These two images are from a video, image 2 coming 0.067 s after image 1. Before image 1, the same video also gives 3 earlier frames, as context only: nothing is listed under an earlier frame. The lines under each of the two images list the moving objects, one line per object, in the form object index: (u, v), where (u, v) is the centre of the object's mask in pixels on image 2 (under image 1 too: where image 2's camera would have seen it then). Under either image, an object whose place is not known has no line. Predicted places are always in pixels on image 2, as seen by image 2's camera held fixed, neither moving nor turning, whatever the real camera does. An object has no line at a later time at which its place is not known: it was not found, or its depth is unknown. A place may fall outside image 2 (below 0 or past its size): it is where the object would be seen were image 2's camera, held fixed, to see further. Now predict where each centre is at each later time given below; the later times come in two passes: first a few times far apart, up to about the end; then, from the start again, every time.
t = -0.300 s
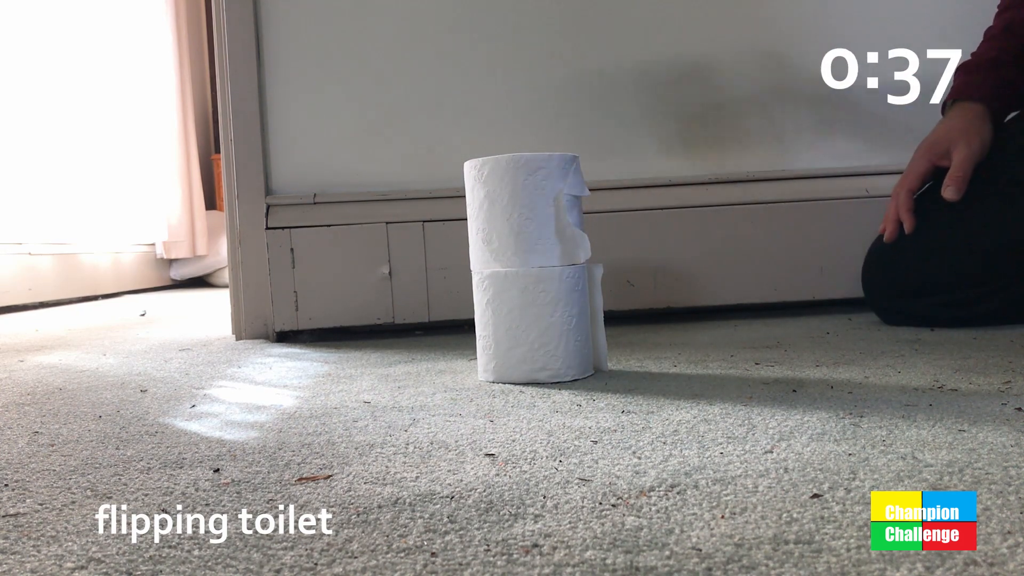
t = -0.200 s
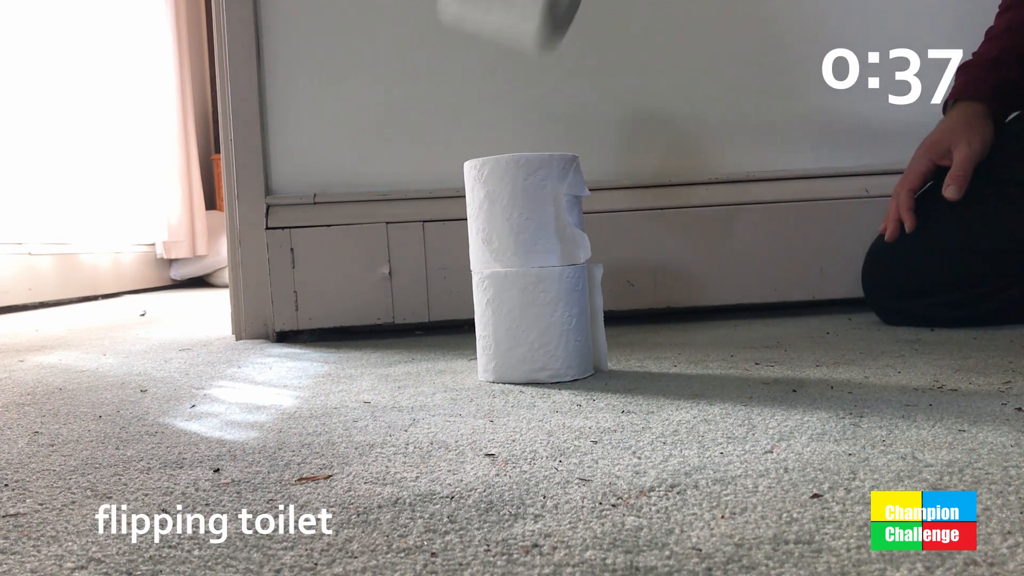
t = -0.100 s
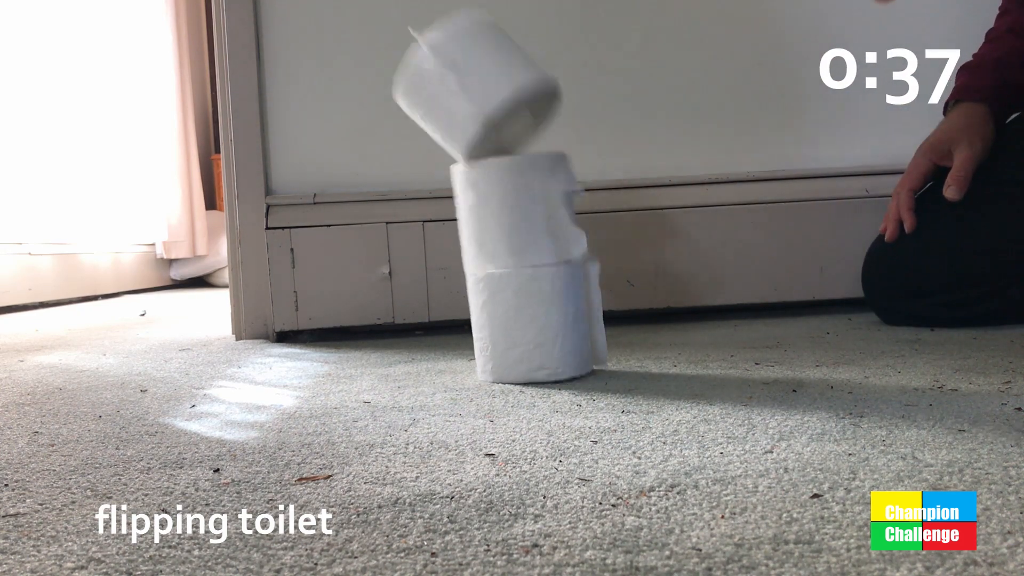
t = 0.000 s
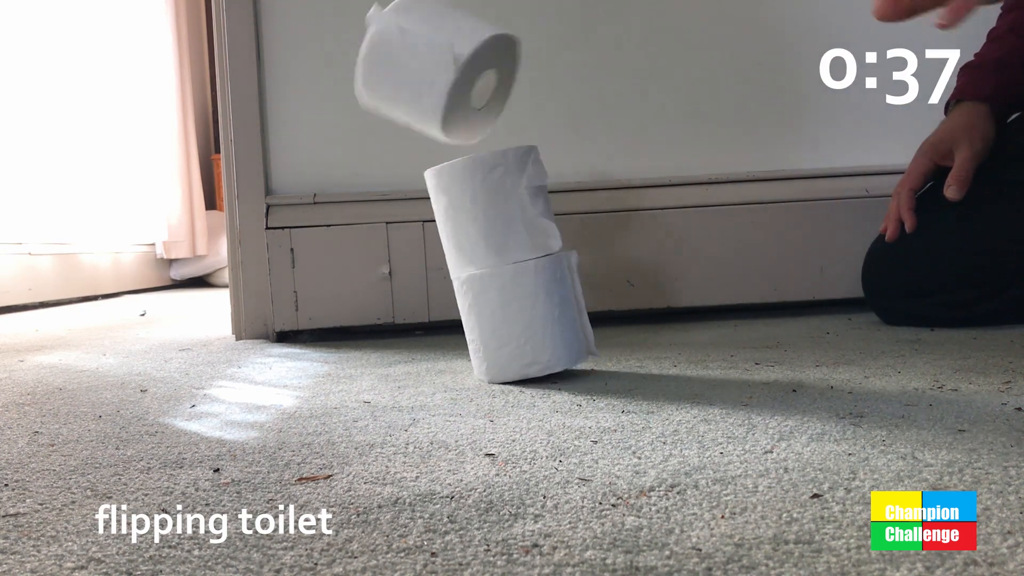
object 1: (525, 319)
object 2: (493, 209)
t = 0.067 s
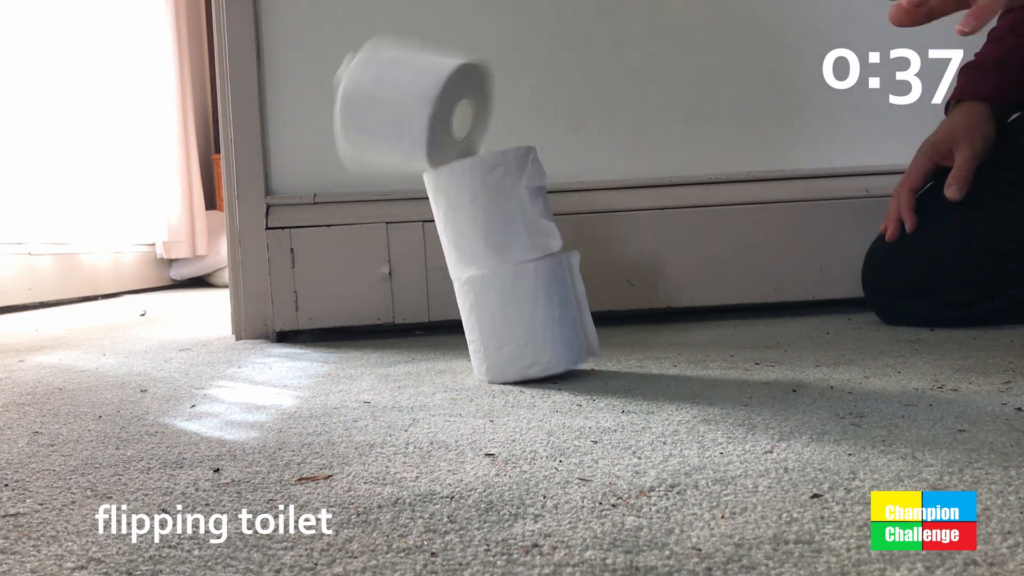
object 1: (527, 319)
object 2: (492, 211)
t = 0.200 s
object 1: (535, 323)
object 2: (519, 211)
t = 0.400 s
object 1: (532, 323)
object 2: (512, 212)
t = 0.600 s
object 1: (533, 324)
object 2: (517, 212)
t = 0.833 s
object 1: (533, 324)
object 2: (517, 212)
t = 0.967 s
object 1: (533, 324)
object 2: (517, 212)
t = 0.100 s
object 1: (529, 321)
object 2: (496, 211)
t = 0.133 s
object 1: (532, 323)
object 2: (502, 212)
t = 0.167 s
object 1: (533, 323)
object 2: (510, 212)
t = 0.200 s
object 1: (535, 323)
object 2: (519, 211)
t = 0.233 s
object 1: (537, 322)
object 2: (526, 210)
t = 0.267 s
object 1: (539, 321)
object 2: (529, 209)
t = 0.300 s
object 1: (538, 321)
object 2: (527, 209)
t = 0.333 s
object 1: (536, 322)
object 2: (522, 211)
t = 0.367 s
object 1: (533, 324)
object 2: (516, 212)
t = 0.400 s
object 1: (532, 323)
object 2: (512, 212)
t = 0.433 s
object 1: (531, 324)
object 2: (512, 212)
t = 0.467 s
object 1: (532, 324)
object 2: (514, 212)
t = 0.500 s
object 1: (533, 324)
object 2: (518, 212)
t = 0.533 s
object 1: (534, 323)
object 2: (520, 211)
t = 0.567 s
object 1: (534, 323)
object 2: (518, 211)
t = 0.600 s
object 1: (533, 324)
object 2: (517, 212)
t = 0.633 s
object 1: (533, 324)
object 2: (516, 212)
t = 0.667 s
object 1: (533, 324)
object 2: (517, 212)
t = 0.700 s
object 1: (533, 324)
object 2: (517, 212)
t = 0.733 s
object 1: (533, 324)
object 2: (517, 212)
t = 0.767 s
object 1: (533, 324)
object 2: (517, 212)
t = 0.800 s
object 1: (533, 324)
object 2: (517, 212)
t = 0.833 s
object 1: (533, 324)
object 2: (517, 212)
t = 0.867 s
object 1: (533, 324)
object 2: (517, 212)
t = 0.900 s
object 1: (533, 324)
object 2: (517, 212)
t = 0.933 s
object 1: (533, 324)
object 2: (517, 212)
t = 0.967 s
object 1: (533, 324)
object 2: (517, 212)
